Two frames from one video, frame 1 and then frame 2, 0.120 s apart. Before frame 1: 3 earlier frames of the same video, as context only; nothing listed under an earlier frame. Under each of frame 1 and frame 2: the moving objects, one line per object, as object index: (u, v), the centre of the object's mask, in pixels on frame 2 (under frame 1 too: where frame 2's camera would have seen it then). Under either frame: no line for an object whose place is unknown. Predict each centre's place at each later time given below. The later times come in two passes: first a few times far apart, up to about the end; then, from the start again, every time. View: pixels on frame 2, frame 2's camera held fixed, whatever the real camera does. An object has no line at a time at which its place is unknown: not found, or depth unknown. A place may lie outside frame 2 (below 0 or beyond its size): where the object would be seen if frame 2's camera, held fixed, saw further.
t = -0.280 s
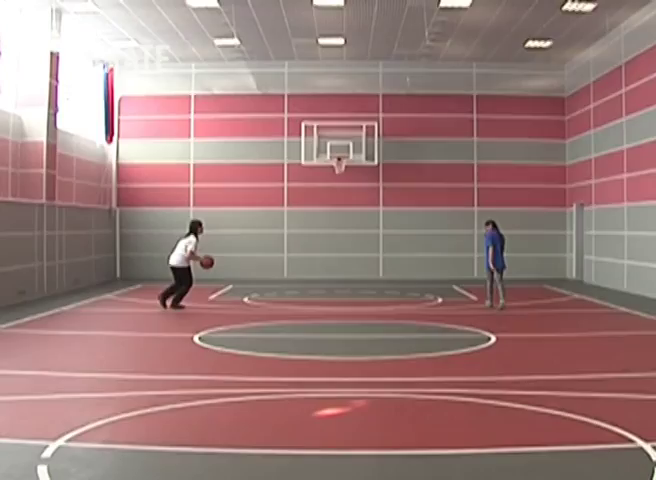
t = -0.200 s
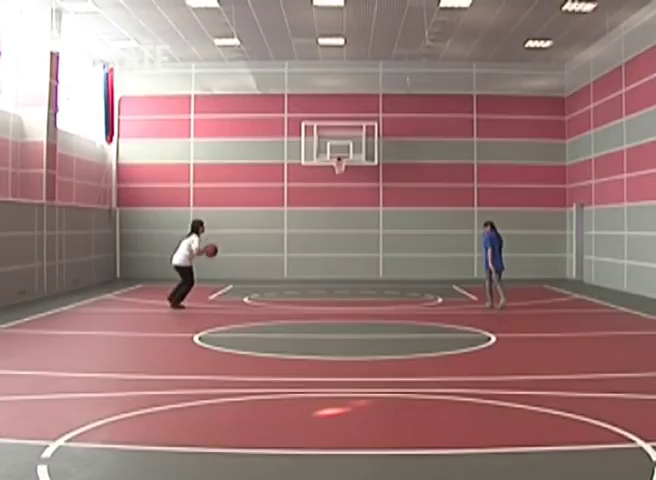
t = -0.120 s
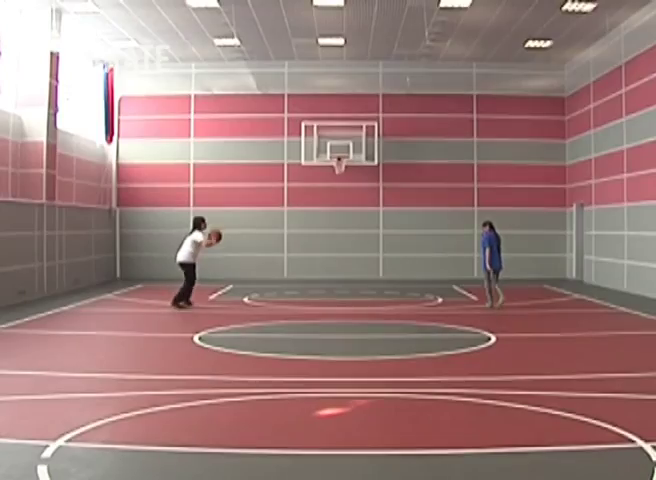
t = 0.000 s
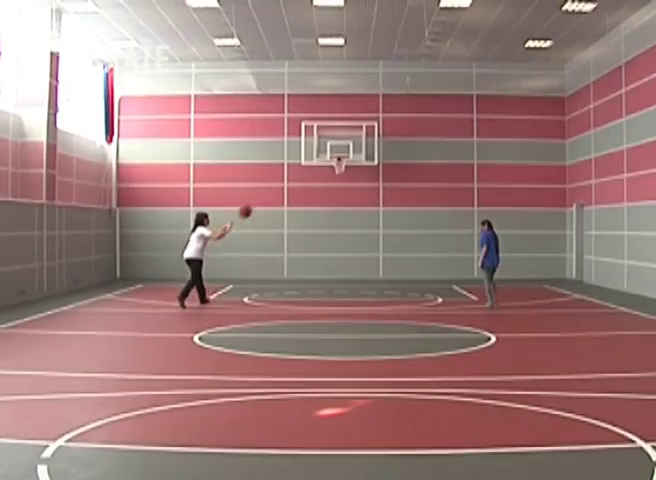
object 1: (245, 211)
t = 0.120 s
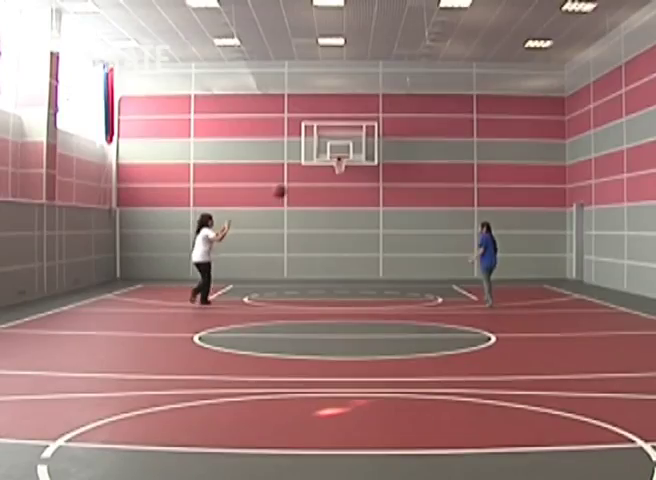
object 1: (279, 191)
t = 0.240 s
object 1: (313, 180)
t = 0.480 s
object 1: (375, 181)
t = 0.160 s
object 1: (291, 187)
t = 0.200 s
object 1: (302, 183)
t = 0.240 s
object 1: (313, 180)
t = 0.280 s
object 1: (324, 178)
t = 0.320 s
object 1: (334, 177)
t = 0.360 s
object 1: (344, 177)
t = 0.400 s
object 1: (356, 177)
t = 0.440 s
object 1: (365, 179)
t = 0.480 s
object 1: (375, 181)
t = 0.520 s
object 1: (387, 185)
